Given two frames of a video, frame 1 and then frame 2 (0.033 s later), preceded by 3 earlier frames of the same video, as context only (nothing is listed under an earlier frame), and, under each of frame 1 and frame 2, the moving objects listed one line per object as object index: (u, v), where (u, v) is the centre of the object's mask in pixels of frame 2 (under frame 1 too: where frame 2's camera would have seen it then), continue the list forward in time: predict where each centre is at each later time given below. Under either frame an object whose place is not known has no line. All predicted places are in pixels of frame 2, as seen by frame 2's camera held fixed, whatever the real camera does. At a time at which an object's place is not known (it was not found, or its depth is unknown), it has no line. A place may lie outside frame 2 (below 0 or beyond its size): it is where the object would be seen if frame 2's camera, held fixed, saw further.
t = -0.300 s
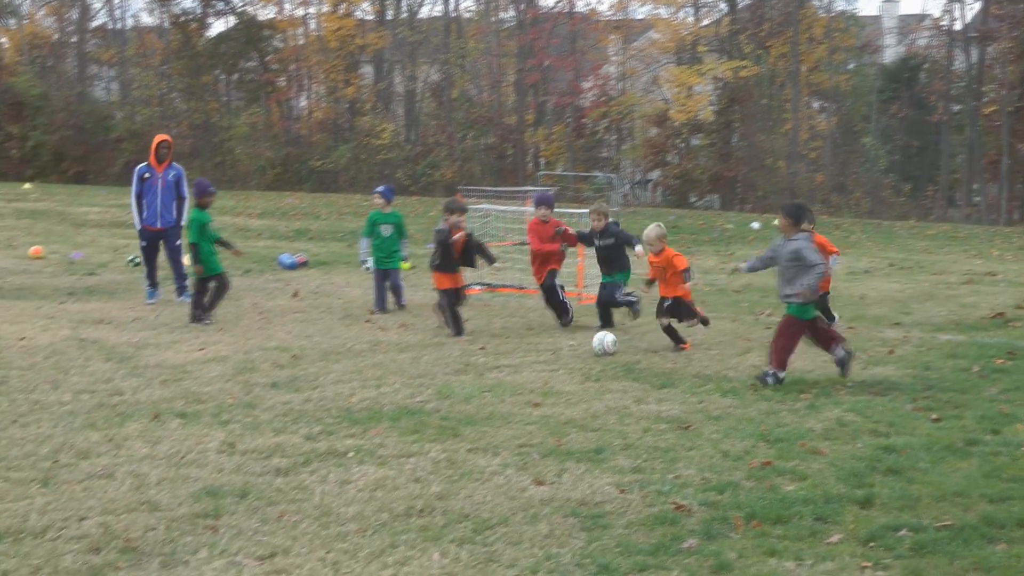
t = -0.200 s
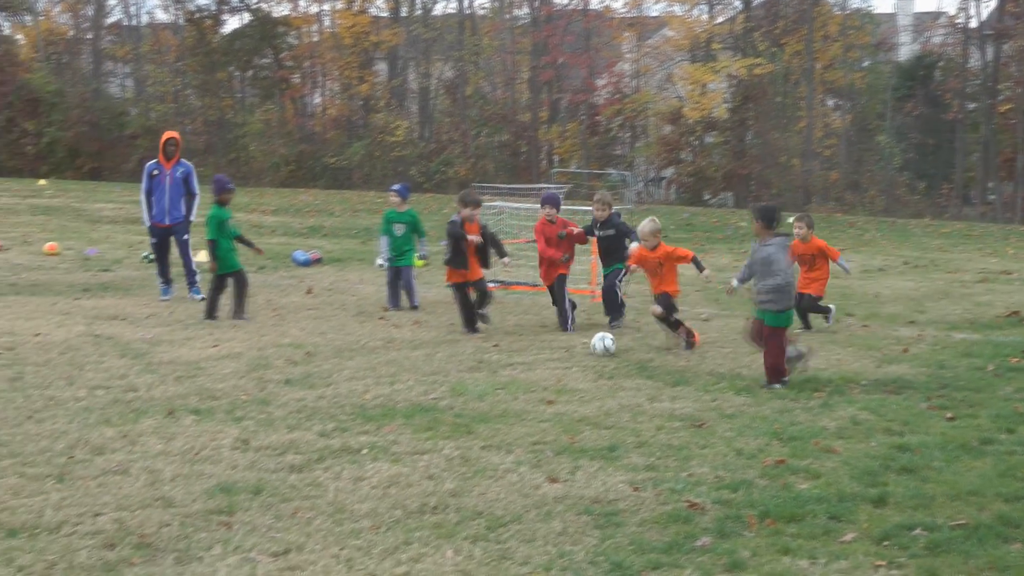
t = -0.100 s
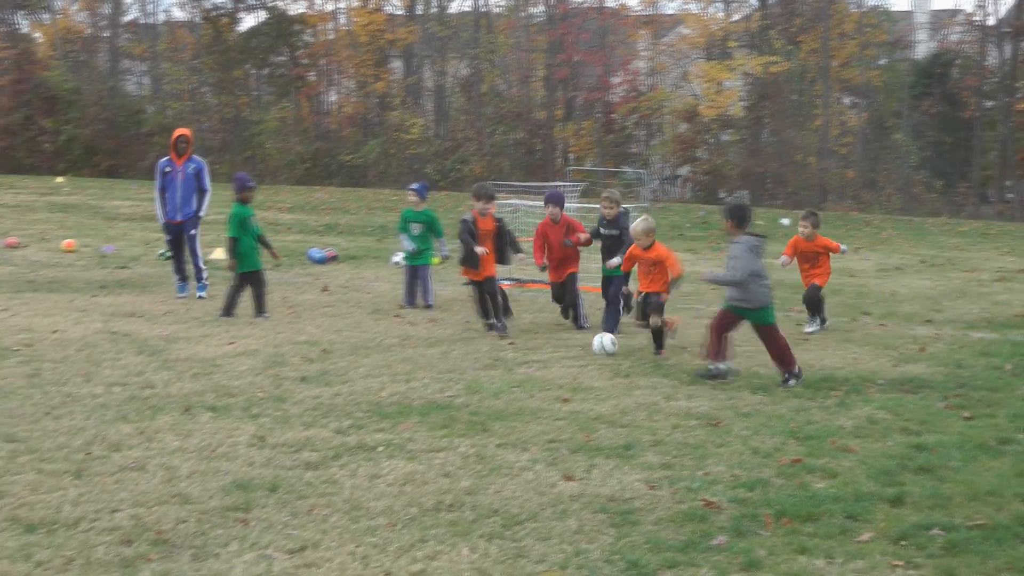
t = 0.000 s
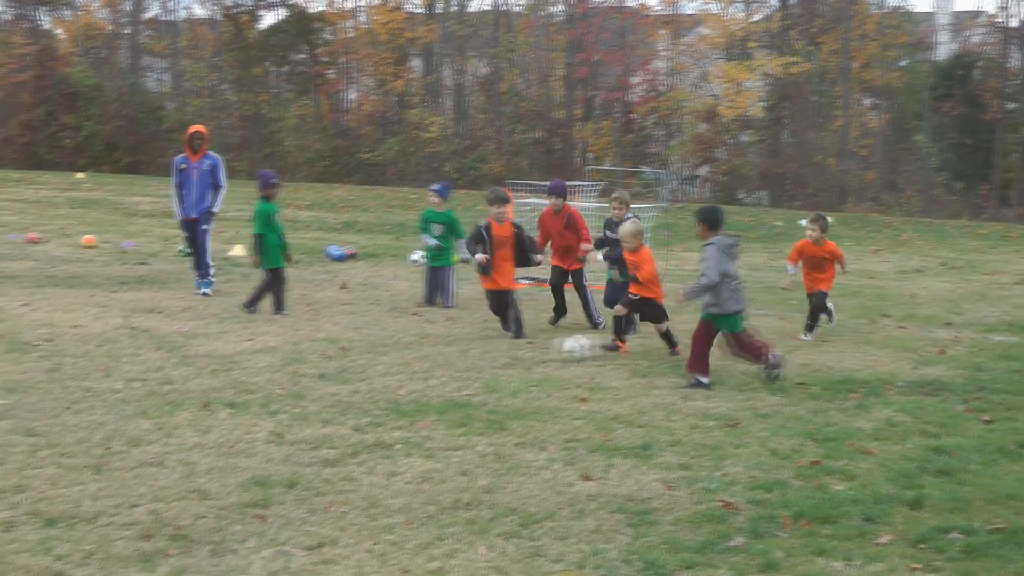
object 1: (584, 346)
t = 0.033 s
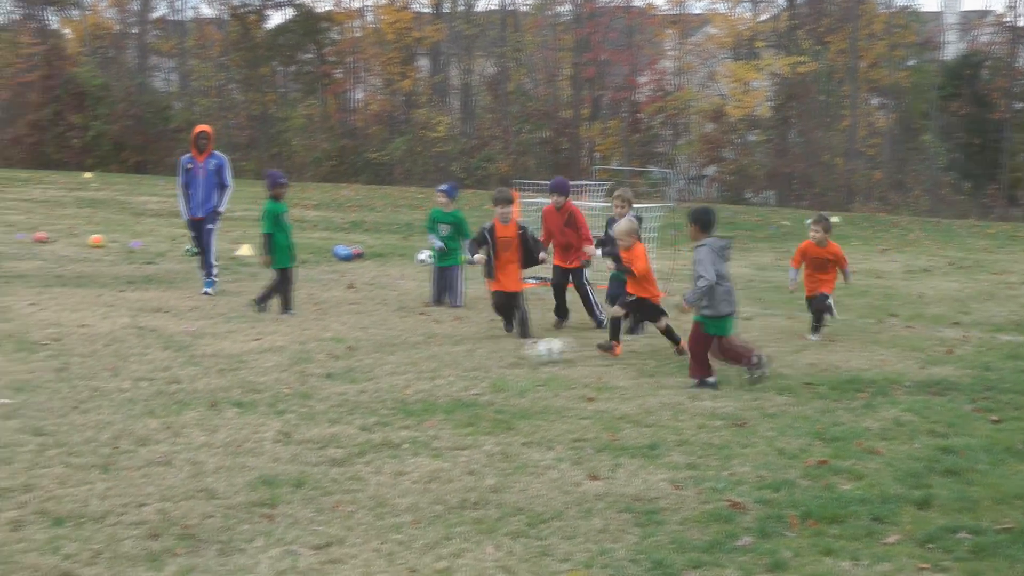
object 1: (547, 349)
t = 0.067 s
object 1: (515, 354)
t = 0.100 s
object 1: (480, 355)
